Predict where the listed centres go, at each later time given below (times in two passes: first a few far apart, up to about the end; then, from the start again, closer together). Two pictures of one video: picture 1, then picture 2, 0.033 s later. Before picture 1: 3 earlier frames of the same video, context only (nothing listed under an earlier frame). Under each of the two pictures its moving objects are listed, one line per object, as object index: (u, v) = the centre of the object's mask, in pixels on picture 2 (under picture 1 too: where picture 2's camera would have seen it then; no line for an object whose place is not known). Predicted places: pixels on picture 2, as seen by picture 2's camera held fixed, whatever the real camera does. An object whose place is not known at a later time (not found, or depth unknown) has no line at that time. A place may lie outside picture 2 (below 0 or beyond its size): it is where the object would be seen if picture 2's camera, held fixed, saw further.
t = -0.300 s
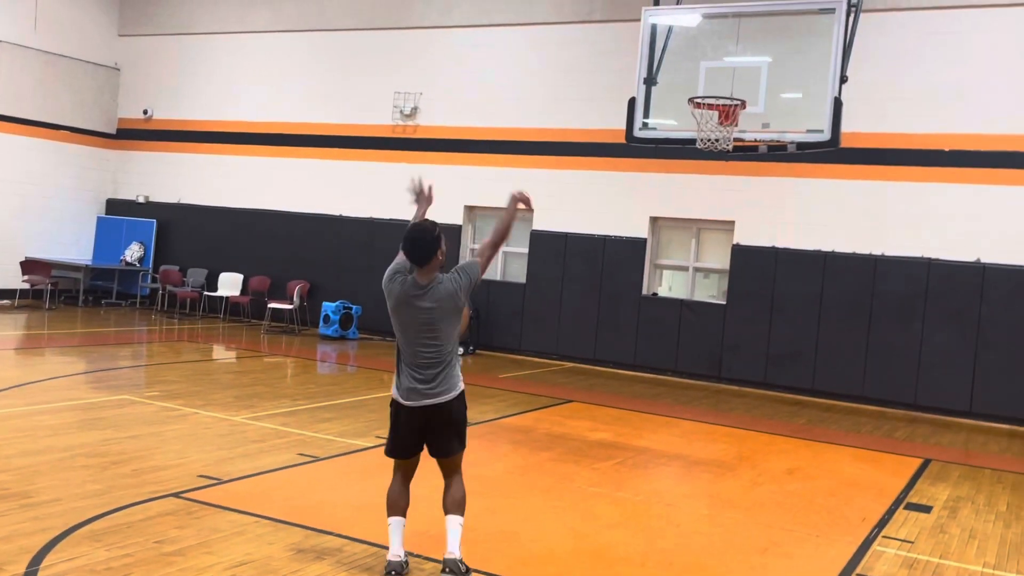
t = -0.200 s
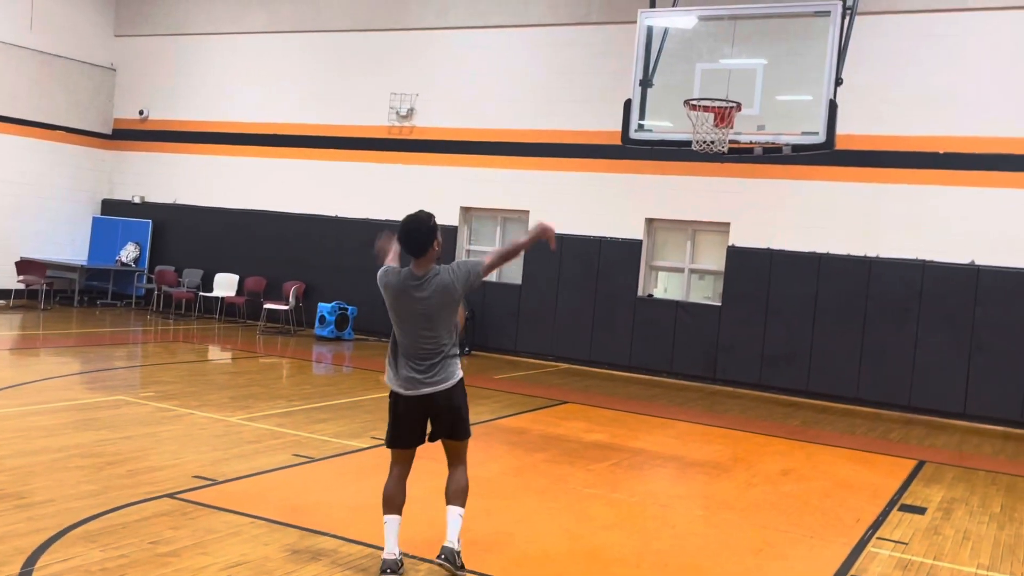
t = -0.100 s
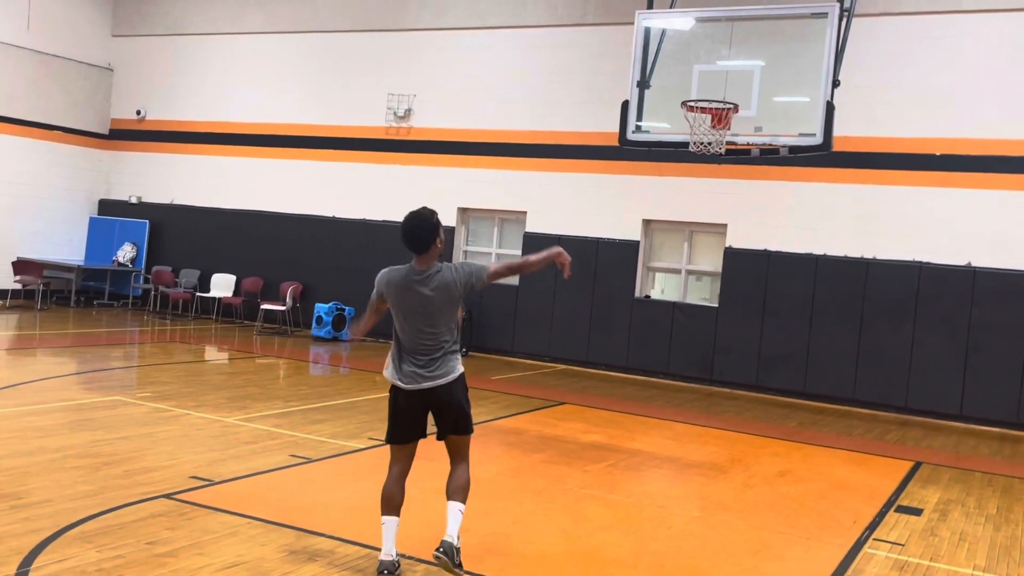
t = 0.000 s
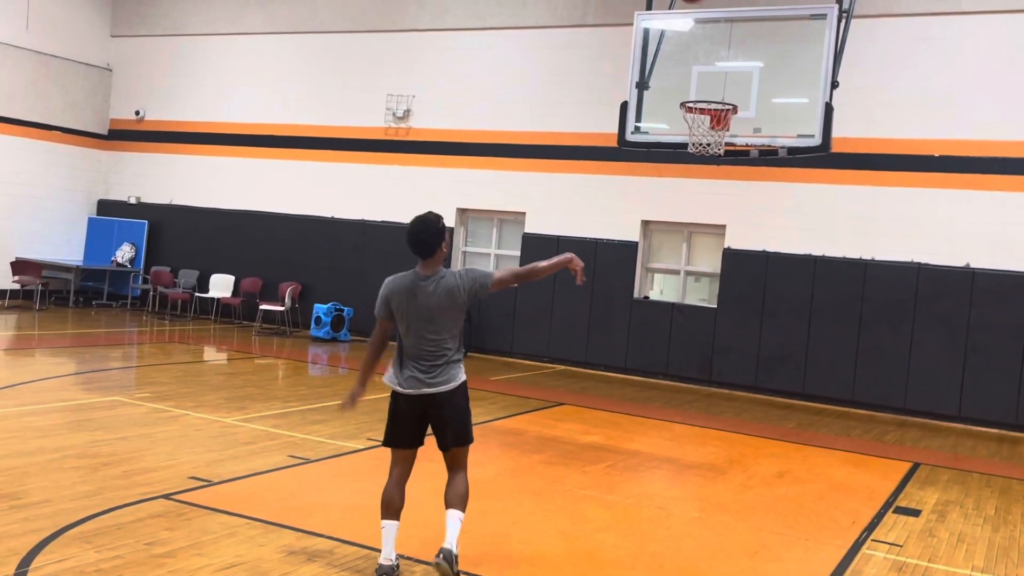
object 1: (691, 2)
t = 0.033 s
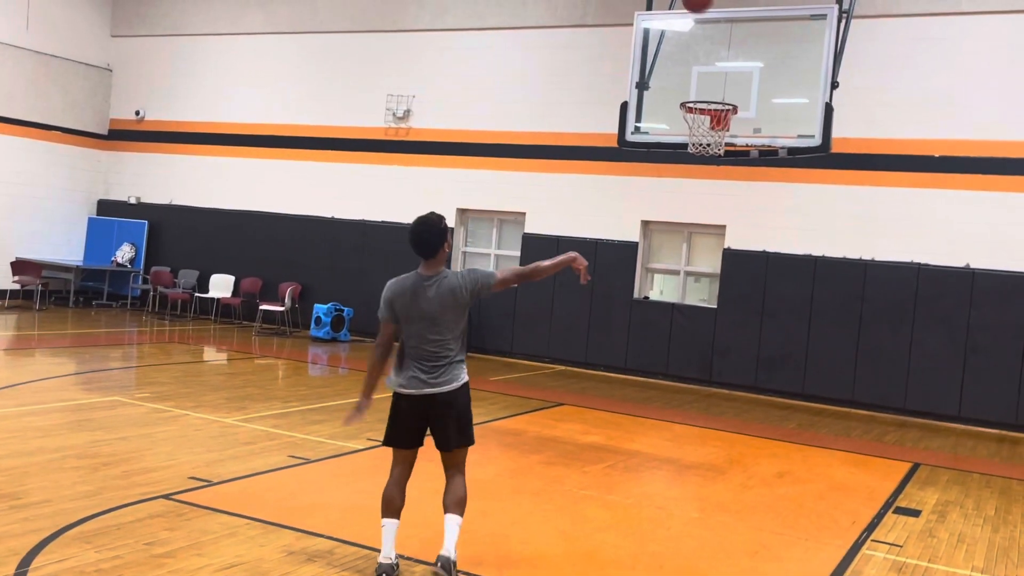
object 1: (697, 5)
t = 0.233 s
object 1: (723, 79)
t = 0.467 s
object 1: (683, 78)
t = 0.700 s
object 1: (627, 78)
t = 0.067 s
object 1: (703, 11)
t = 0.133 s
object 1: (712, 34)
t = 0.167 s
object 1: (715, 48)
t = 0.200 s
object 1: (719, 63)
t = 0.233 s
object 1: (723, 79)
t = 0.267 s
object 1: (727, 93)
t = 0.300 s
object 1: (722, 95)
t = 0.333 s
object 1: (713, 95)
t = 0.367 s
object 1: (705, 93)
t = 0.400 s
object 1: (698, 88)
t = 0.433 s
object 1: (691, 82)
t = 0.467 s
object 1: (683, 78)
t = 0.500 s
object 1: (676, 74)
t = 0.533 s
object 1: (669, 71)
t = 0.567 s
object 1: (661, 70)
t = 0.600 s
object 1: (652, 70)
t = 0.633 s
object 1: (644, 72)
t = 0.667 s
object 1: (635, 74)
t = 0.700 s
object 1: (627, 78)
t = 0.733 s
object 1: (619, 83)
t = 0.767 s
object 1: (611, 89)
